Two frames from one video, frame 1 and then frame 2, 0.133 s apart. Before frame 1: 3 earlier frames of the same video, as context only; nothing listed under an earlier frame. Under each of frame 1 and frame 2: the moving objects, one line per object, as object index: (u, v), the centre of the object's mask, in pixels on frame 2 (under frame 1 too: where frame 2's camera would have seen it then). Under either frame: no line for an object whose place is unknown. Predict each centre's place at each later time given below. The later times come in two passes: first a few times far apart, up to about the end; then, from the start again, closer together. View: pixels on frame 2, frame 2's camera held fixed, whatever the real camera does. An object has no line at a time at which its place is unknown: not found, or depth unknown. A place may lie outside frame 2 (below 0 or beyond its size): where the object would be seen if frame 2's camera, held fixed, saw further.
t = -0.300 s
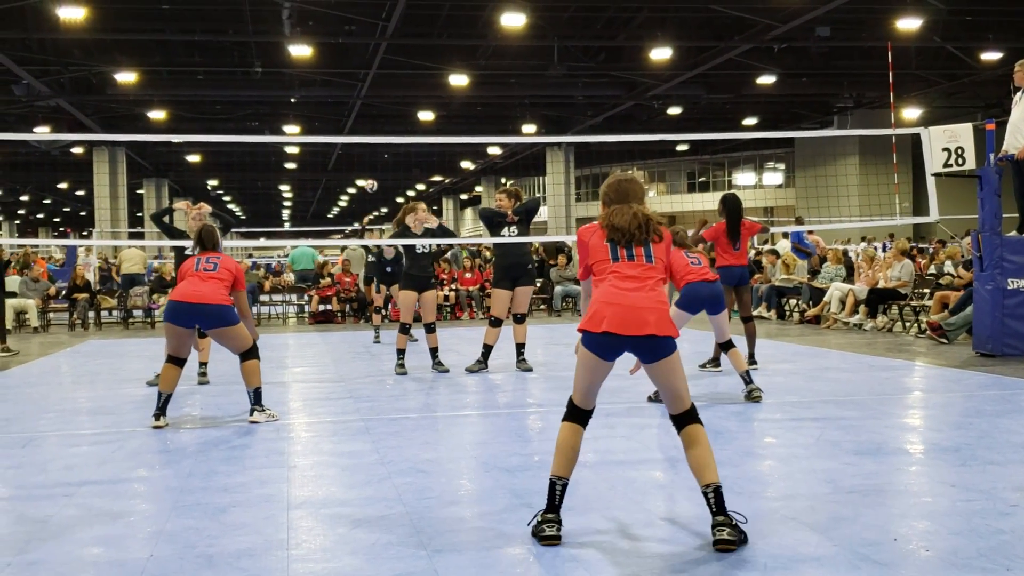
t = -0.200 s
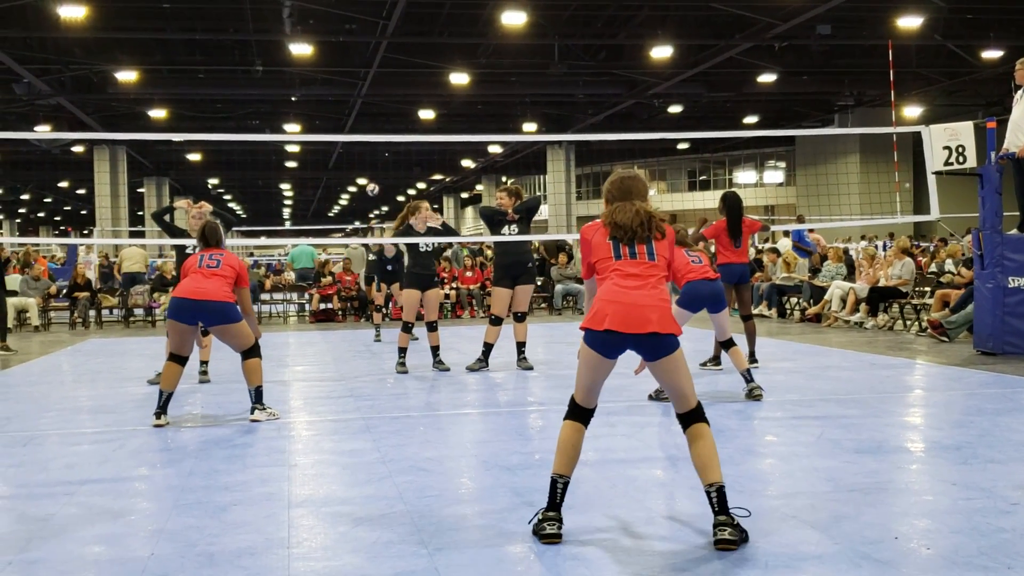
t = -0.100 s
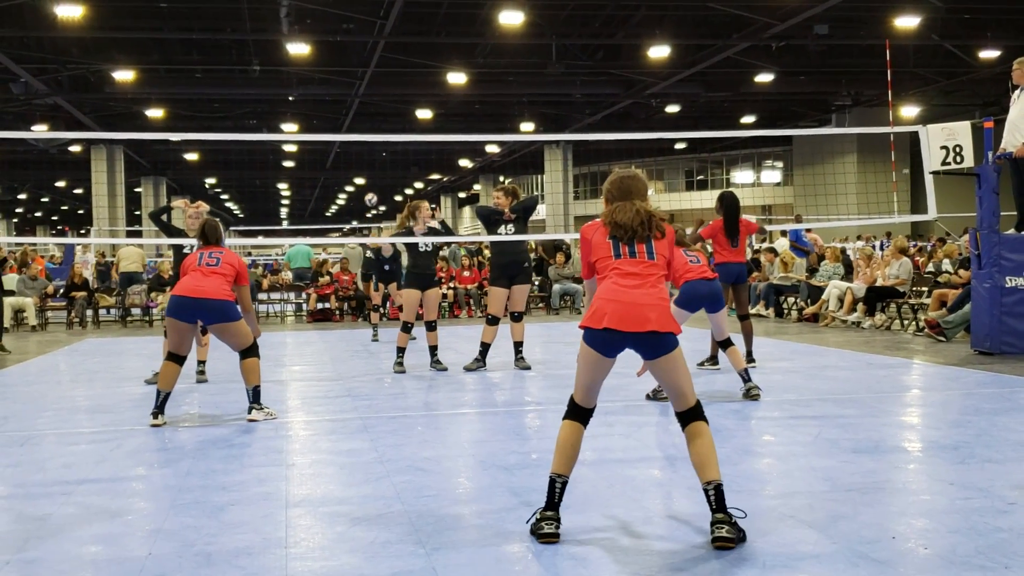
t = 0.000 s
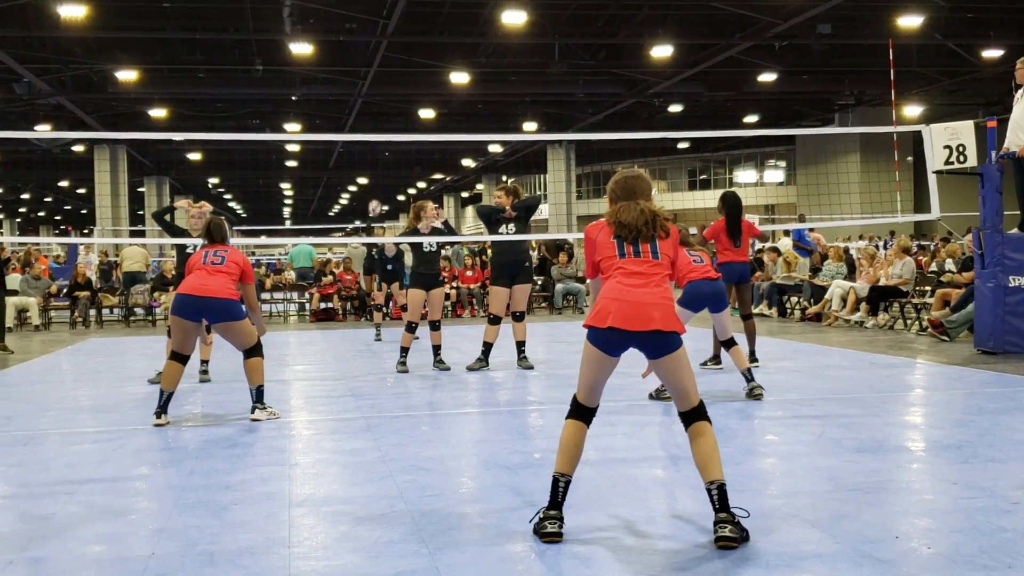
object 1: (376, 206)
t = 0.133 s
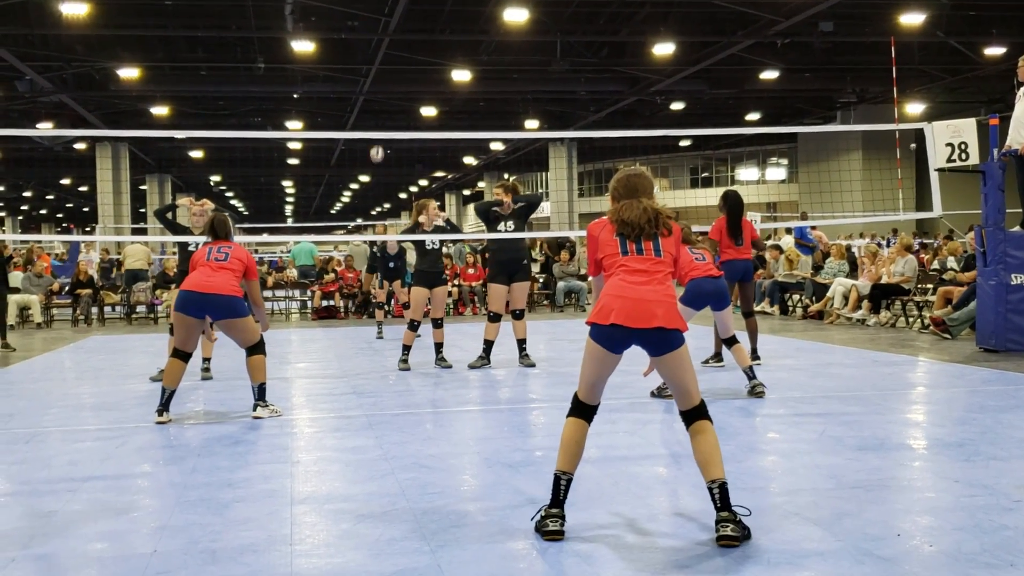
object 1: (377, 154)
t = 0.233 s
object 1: (379, 118)
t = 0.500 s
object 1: (392, 41)
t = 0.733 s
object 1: (409, 8)
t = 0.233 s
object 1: (379, 118)
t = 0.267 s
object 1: (380, 106)
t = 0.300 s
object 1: (381, 95)
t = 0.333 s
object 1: (383, 85)
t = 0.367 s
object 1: (385, 75)
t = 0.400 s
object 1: (386, 66)
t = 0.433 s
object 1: (389, 57)
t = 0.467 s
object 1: (391, 48)
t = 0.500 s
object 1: (392, 41)
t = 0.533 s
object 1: (394, 34)
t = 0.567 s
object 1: (396, 27)
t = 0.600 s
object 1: (398, 21)
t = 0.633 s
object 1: (401, 17)
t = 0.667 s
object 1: (403, 12)
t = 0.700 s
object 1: (406, 10)
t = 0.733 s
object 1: (409, 8)
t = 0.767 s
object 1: (412, 8)
